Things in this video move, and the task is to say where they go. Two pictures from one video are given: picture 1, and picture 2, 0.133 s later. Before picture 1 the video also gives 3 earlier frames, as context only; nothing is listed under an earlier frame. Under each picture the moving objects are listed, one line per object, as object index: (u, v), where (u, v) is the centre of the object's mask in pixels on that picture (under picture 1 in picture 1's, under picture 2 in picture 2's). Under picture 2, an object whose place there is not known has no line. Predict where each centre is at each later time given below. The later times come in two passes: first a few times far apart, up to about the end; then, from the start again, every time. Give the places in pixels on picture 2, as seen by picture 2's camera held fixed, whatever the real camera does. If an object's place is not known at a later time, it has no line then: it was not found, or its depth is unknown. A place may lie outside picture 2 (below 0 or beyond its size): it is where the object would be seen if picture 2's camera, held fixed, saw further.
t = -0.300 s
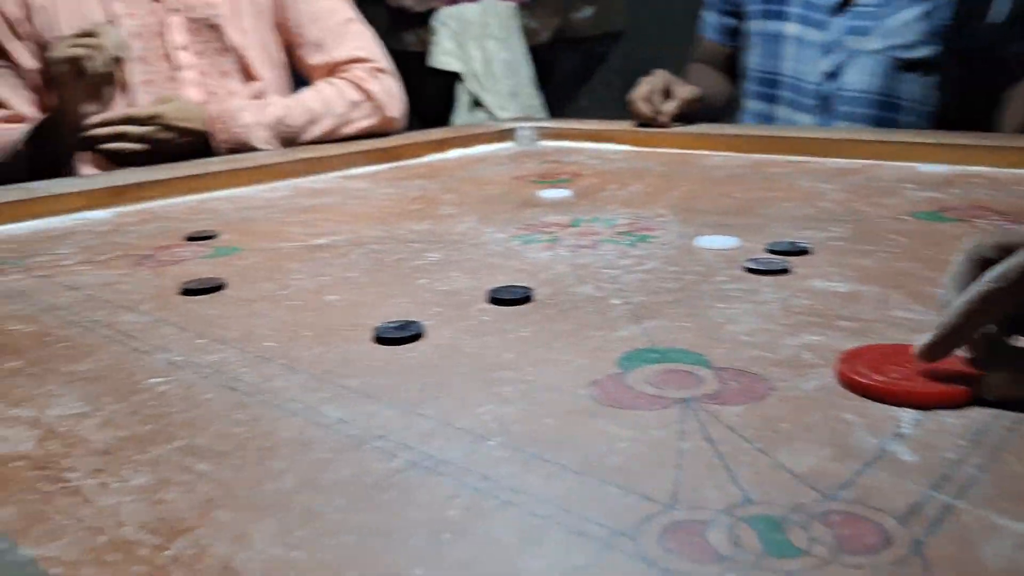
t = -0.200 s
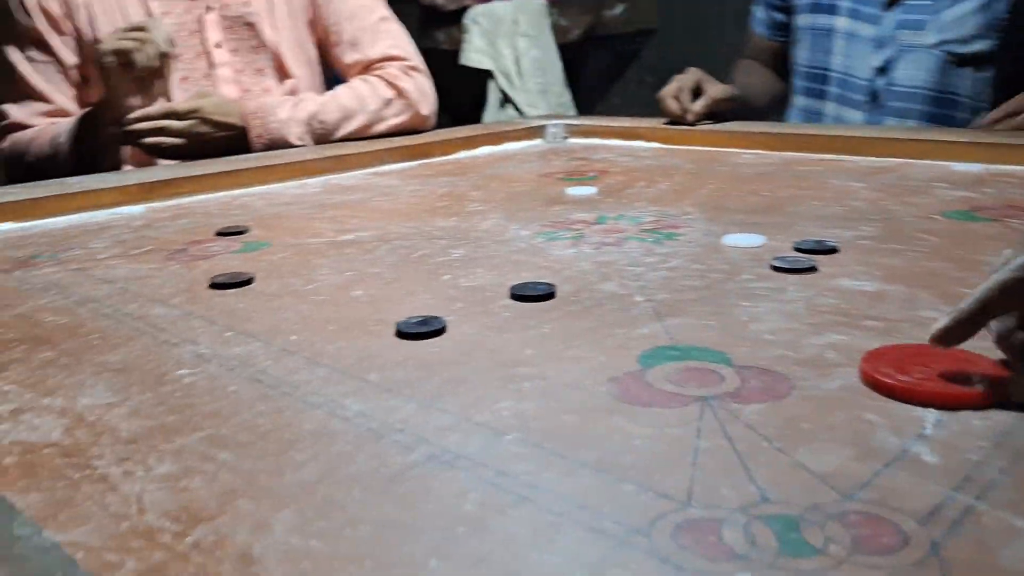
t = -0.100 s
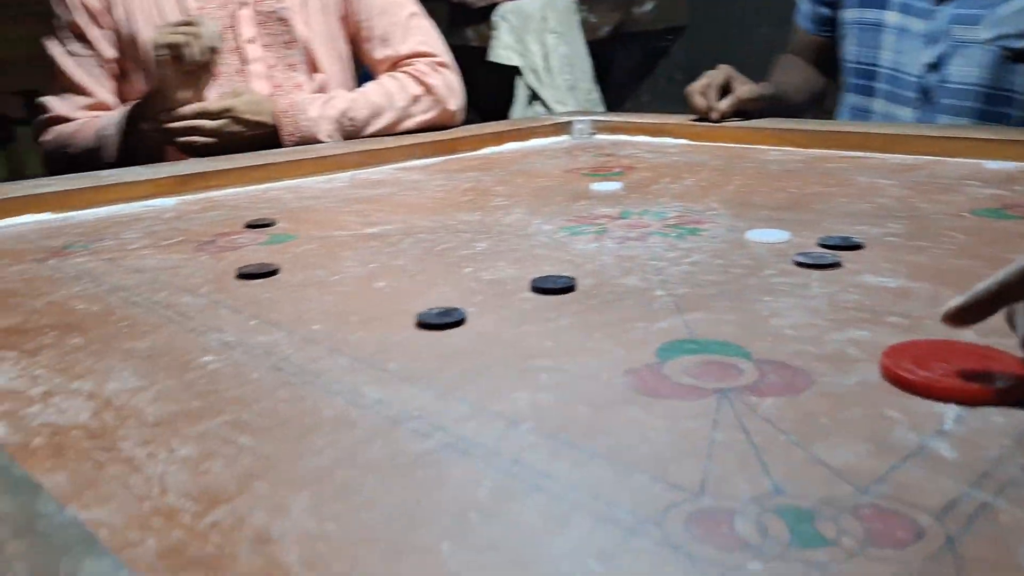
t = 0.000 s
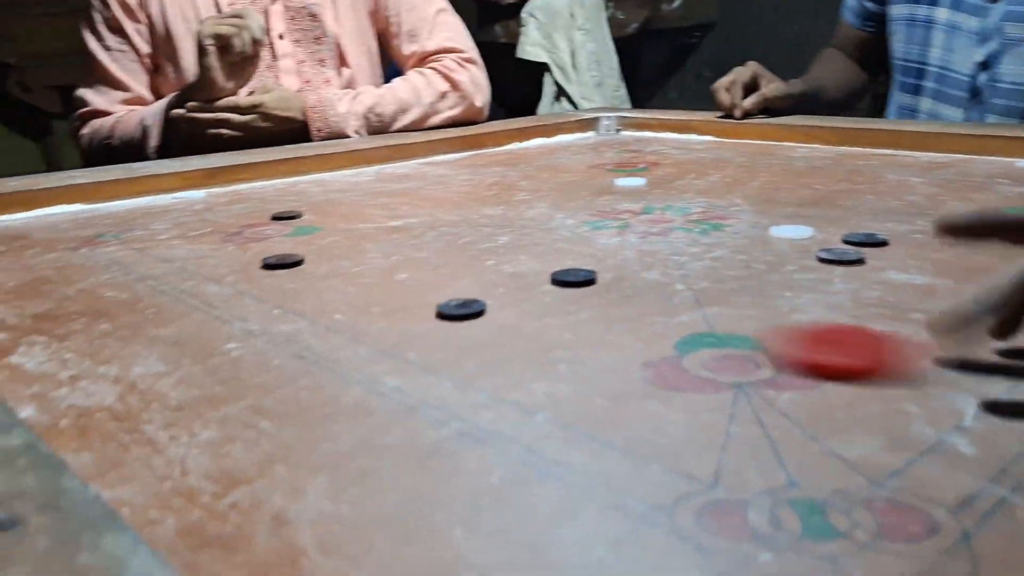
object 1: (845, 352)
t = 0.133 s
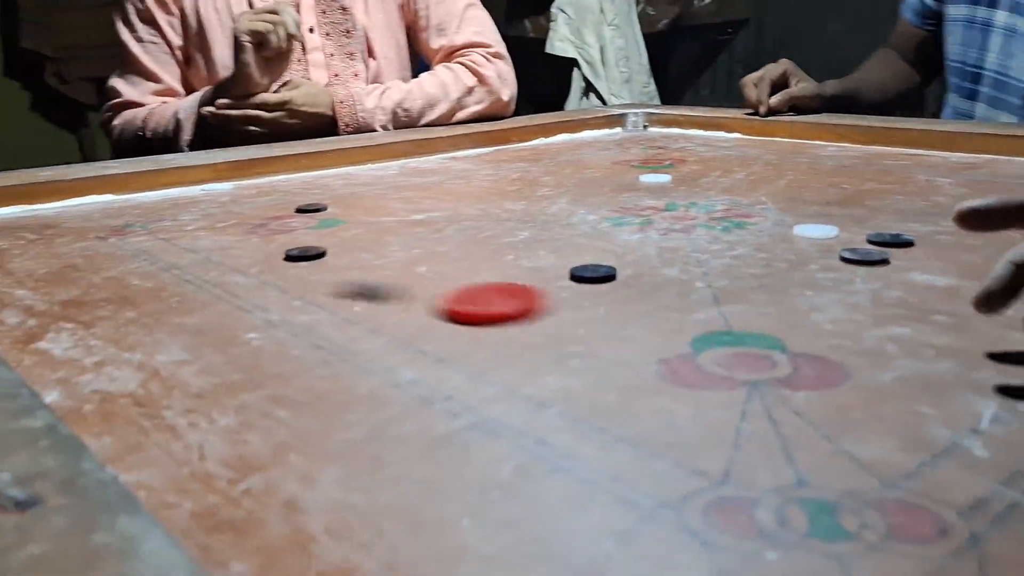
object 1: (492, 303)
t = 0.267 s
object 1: (327, 281)
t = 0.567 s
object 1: (200, 266)
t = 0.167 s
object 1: (441, 296)
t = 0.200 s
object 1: (397, 291)
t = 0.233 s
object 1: (359, 286)
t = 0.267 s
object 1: (327, 281)
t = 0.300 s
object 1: (299, 278)
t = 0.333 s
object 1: (276, 275)
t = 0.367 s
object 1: (254, 272)
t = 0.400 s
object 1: (237, 270)
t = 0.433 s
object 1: (223, 268)
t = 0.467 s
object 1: (212, 267)
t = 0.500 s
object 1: (205, 266)
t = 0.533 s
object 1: (201, 266)
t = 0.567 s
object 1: (200, 266)
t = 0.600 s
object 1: (200, 266)
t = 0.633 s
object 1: (200, 266)
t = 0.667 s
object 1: (200, 265)
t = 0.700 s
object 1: (200, 265)
